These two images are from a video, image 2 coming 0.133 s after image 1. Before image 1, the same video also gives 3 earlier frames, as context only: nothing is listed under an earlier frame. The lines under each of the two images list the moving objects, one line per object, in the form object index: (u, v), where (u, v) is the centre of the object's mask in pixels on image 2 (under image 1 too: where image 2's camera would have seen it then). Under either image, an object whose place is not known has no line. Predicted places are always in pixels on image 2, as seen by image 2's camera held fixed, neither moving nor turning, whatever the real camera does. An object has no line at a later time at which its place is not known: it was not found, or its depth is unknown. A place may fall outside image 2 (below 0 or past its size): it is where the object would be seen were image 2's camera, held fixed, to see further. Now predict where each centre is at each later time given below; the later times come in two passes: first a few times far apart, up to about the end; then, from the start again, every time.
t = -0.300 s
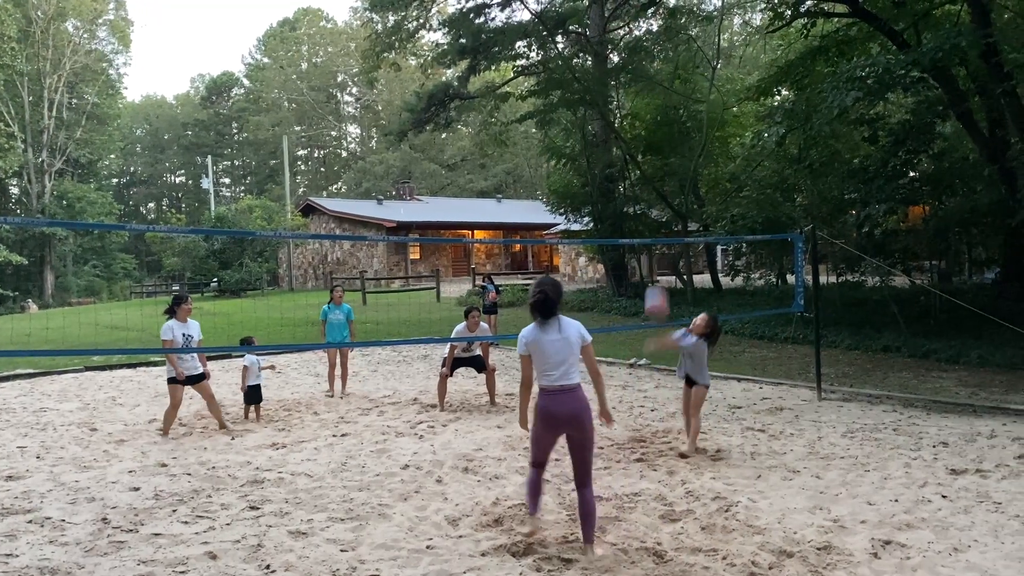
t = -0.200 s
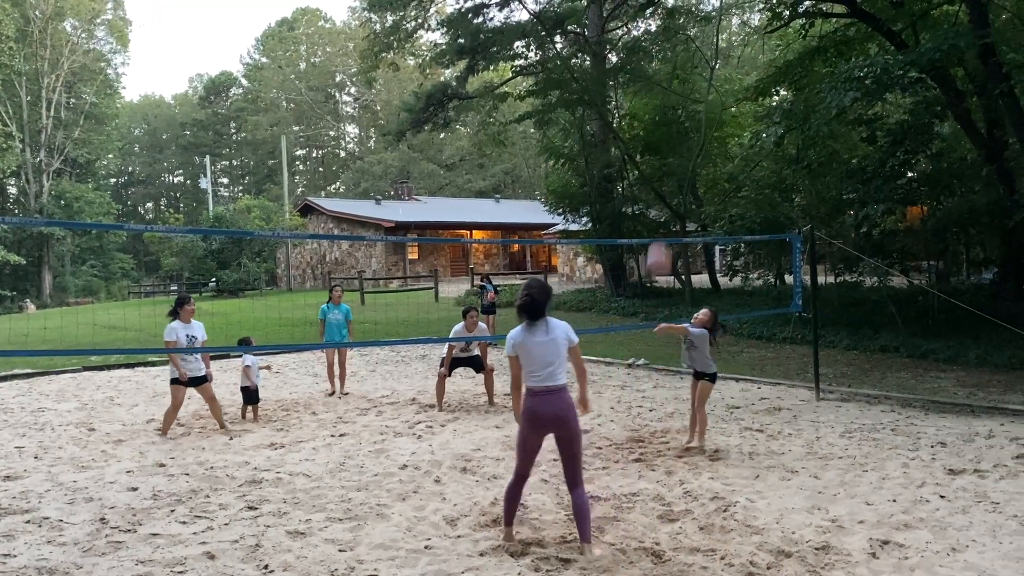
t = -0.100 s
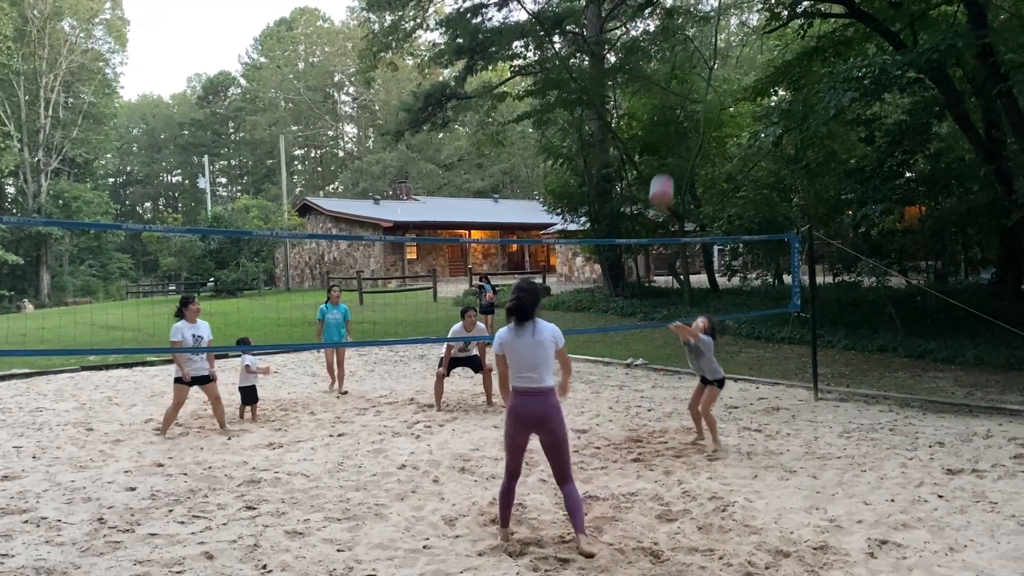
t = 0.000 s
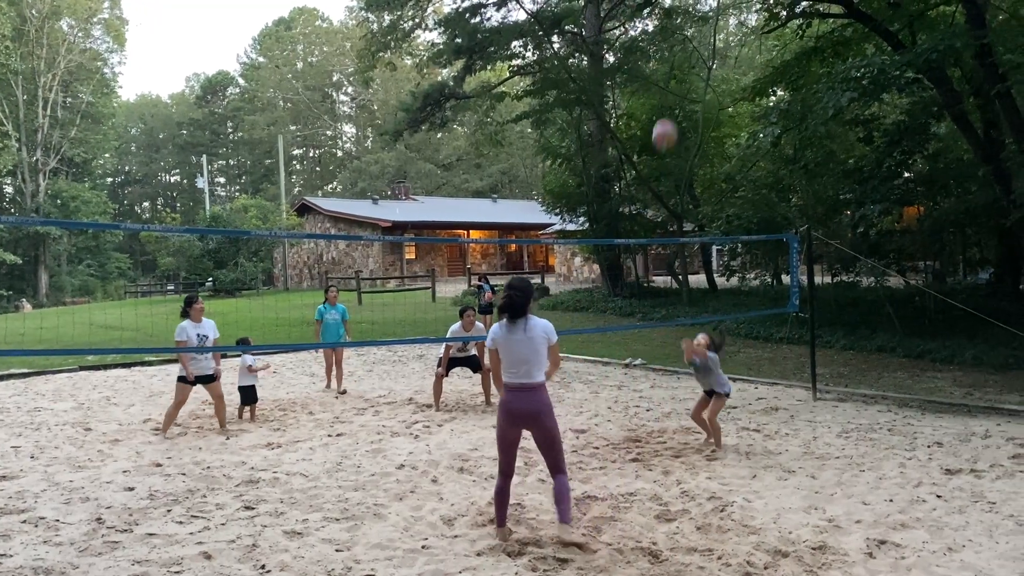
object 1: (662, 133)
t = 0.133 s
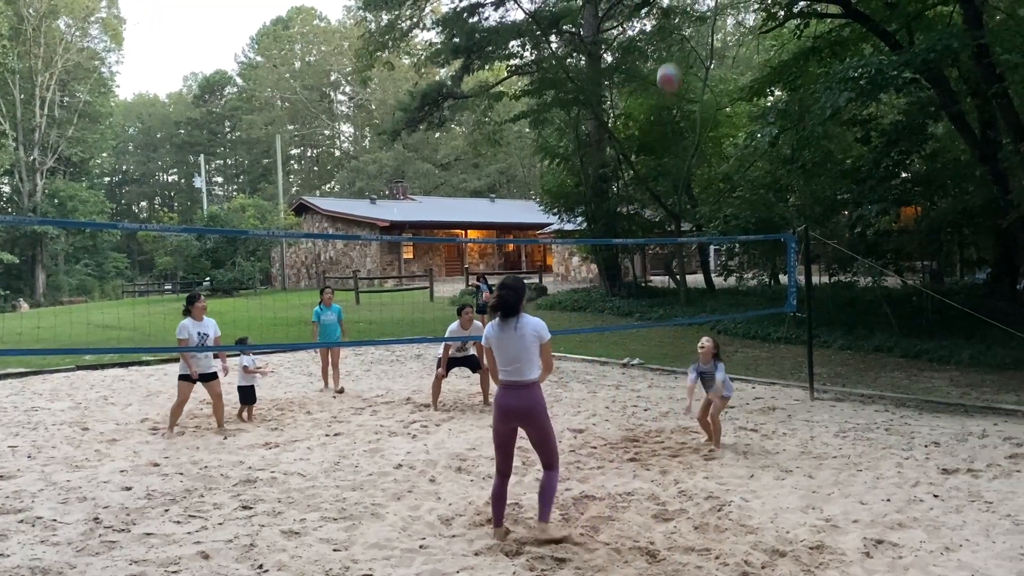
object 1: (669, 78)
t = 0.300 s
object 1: (676, 36)
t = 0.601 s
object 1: (690, 39)
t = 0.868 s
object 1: (703, 123)
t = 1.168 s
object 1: (722, 302)
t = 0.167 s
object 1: (671, 66)
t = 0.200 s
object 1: (672, 57)
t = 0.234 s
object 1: (673, 48)
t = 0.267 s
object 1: (675, 42)
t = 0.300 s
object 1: (676, 36)
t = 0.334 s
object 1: (677, 31)
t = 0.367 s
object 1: (679, 29)
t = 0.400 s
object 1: (681, 27)
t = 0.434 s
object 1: (682, 25)
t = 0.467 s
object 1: (684, 26)
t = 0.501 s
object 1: (685, 29)
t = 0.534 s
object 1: (687, 30)
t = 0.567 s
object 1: (688, 35)
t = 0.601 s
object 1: (690, 39)
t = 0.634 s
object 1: (691, 46)
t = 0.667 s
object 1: (693, 54)
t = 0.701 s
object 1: (695, 61)
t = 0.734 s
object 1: (697, 71)
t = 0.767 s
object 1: (699, 83)
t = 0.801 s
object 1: (700, 96)
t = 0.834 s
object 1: (702, 109)
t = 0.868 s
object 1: (703, 123)
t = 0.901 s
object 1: (704, 139)
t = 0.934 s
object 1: (706, 156)
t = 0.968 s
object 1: (708, 174)
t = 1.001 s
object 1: (710, 193)
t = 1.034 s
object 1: (712, 213)
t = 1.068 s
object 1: (715, 232)
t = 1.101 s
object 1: (717, 254)
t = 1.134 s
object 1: (719, 279)
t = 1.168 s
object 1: (722, 302)
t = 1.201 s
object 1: (724, 324)
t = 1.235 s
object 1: (727, 349)
